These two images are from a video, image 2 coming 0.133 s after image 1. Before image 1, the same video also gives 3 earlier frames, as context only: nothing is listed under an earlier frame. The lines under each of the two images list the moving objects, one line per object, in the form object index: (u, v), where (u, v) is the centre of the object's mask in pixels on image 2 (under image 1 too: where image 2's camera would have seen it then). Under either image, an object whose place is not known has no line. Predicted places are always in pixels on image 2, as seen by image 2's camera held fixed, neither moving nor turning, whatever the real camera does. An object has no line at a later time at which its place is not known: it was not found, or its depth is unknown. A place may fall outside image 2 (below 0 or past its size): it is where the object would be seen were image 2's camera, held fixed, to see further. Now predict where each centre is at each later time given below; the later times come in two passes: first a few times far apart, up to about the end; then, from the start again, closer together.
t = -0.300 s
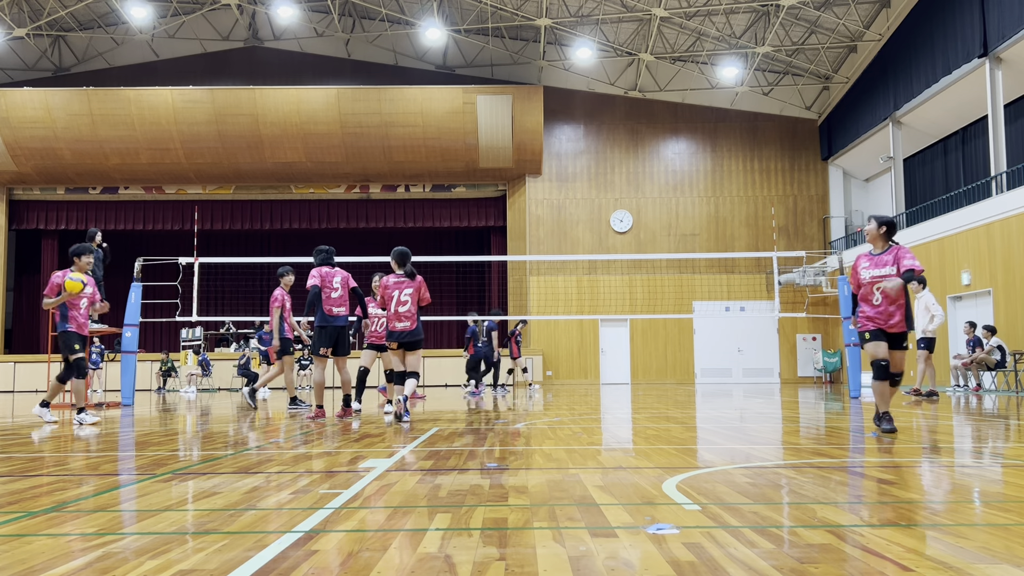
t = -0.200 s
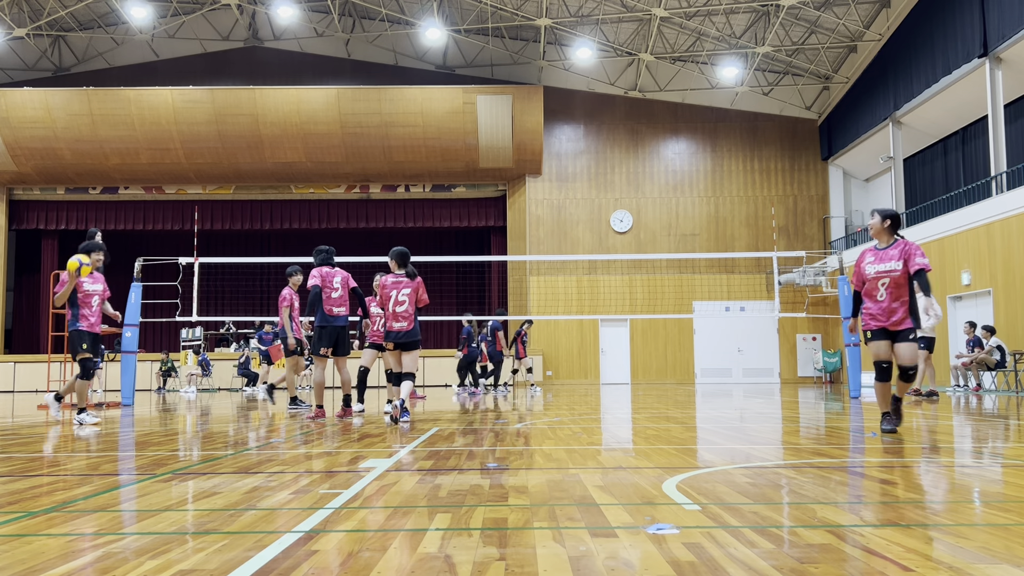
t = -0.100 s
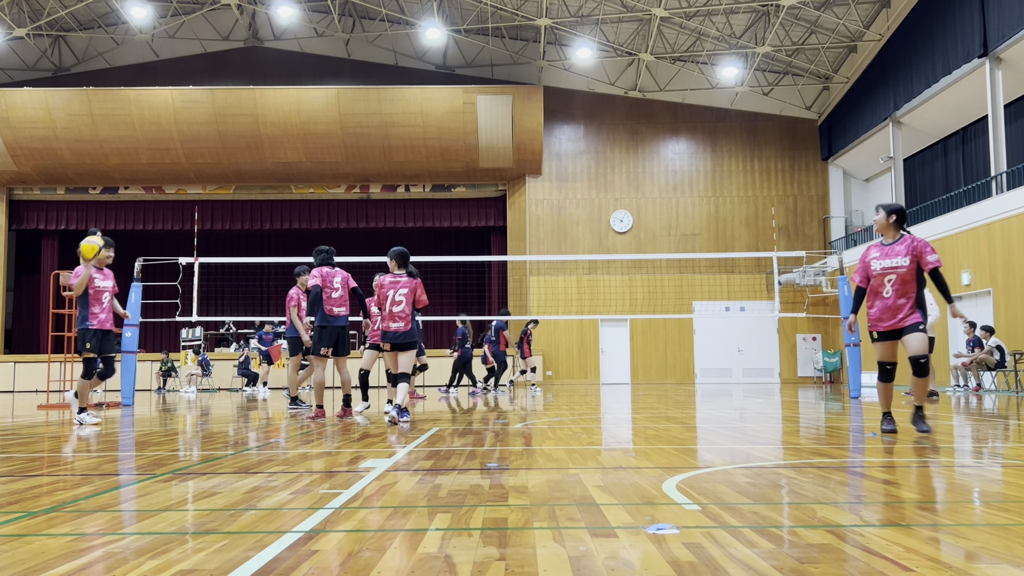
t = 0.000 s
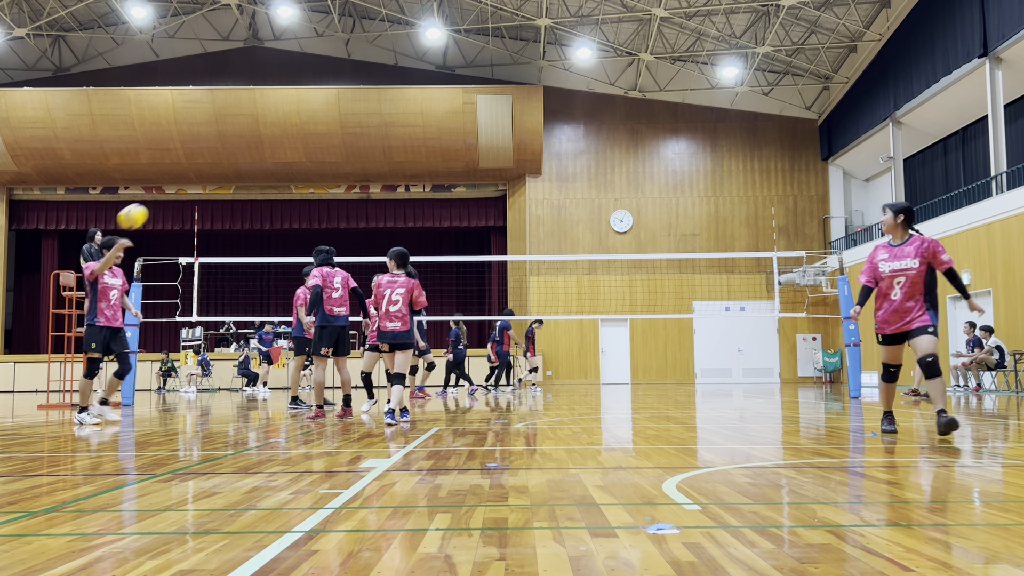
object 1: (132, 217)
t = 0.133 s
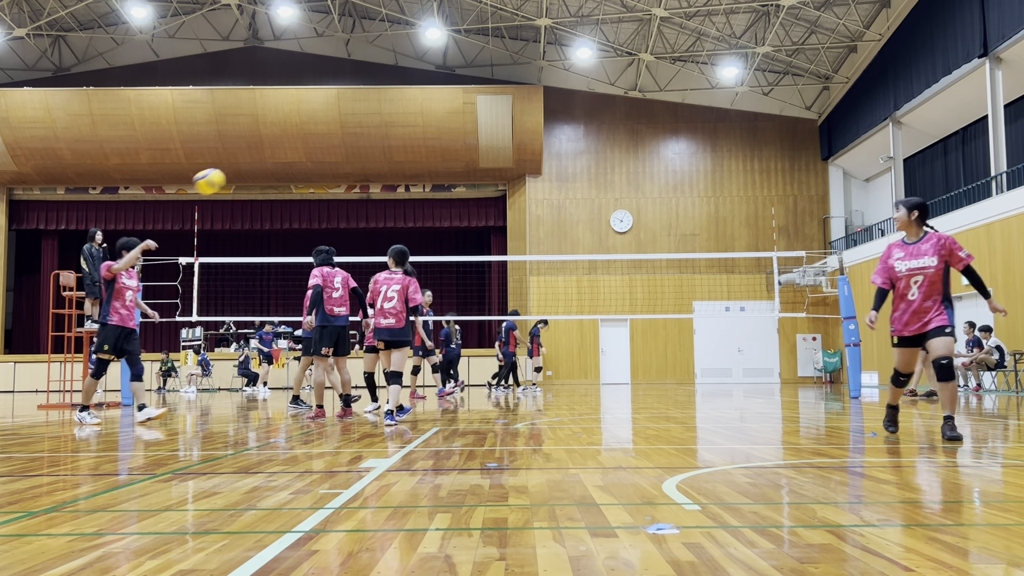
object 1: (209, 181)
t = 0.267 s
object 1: (292, 163)
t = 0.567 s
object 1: (502, 195)
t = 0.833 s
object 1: (741, 338)
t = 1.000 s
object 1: (885, 376)
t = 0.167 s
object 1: (229, 175)
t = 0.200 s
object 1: (250, 170)
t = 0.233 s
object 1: (271, 166)
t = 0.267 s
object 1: (292, 163)
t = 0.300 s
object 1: (314, 162)
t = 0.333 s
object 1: (336, 161)
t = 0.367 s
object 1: (359, 162)
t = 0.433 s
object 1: (404, 168)
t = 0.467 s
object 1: (428, 173)
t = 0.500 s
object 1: (453, 179)
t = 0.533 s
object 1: (477, 187)
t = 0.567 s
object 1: (502, 195)
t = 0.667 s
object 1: (583, 233)
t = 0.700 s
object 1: (613, 248)
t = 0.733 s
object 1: (642, 268)
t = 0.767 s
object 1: (674, 288)
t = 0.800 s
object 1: (707, 311)
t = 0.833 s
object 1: (741, 338)
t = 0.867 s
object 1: (777, 366)
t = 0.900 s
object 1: (811, 396)
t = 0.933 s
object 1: (848, 429)
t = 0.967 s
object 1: (866, 406)
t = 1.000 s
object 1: (885, 376)
